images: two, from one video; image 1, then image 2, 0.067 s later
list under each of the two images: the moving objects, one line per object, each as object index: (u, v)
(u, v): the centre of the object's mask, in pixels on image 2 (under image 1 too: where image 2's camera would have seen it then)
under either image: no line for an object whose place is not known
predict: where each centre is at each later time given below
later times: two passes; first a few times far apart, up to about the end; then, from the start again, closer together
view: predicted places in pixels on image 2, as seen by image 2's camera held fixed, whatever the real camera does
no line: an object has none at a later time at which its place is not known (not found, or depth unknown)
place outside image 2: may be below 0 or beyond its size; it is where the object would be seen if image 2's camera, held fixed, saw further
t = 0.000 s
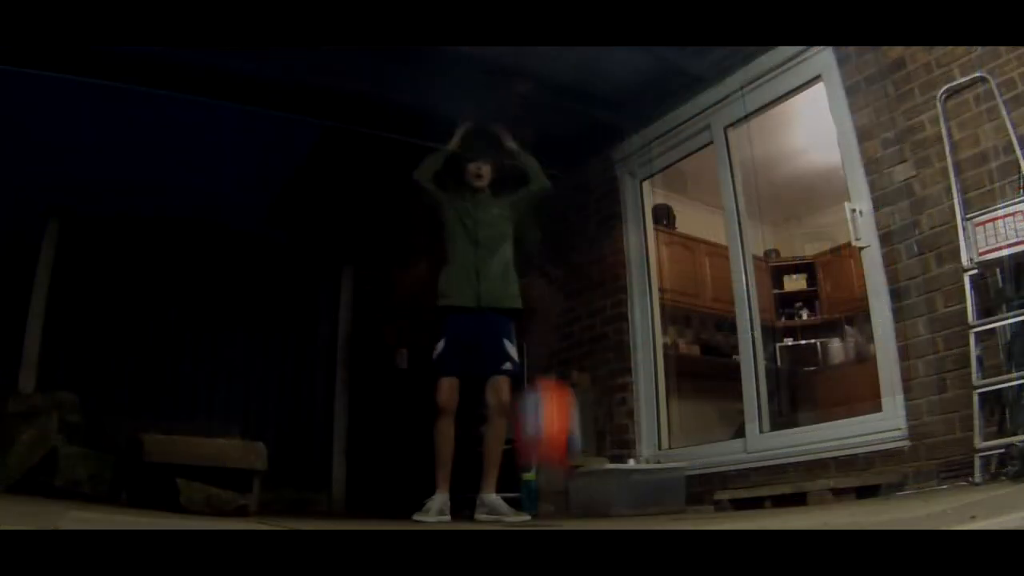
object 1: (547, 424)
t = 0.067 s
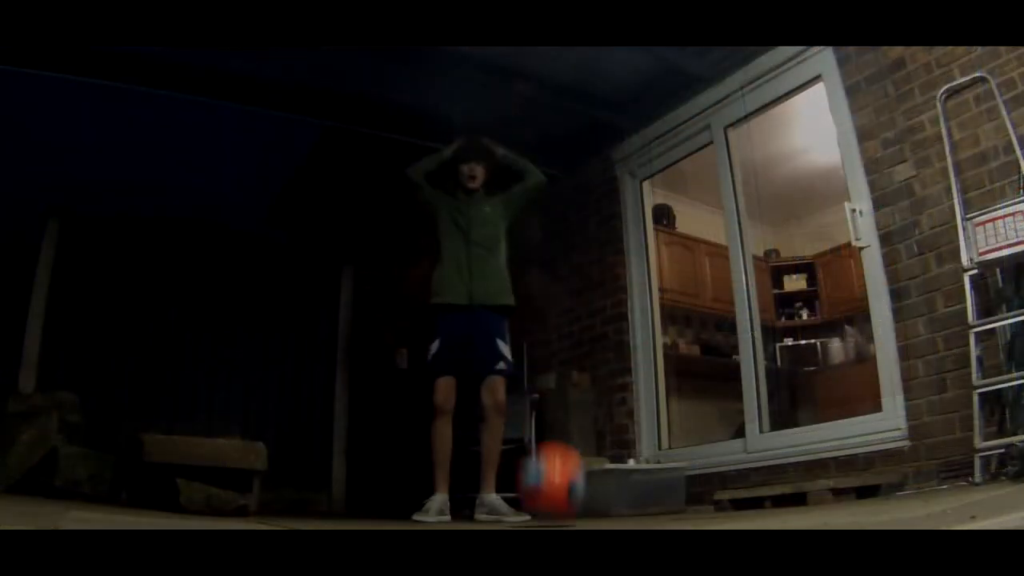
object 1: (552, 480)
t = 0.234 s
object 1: (558, 388)
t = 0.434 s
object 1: (567, 383)
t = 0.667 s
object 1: (581, 467)
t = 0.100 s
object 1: (553, 454)
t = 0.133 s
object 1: (554, 433)
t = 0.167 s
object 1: (555, 415)
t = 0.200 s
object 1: (557, 400)
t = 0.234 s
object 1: (558, 388)
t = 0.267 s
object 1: (560, 379)
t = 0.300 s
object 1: (561, 374)
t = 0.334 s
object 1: (562, 371)
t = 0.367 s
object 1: (564, 372)
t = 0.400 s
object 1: (566, 376)
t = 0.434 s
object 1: (567, 383)
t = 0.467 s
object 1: (569, 395)
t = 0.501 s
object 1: (572, 409)
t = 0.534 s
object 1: (574, 429)
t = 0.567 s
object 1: (576, 450)
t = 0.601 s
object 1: (579, 478)
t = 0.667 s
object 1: (581, 467)
